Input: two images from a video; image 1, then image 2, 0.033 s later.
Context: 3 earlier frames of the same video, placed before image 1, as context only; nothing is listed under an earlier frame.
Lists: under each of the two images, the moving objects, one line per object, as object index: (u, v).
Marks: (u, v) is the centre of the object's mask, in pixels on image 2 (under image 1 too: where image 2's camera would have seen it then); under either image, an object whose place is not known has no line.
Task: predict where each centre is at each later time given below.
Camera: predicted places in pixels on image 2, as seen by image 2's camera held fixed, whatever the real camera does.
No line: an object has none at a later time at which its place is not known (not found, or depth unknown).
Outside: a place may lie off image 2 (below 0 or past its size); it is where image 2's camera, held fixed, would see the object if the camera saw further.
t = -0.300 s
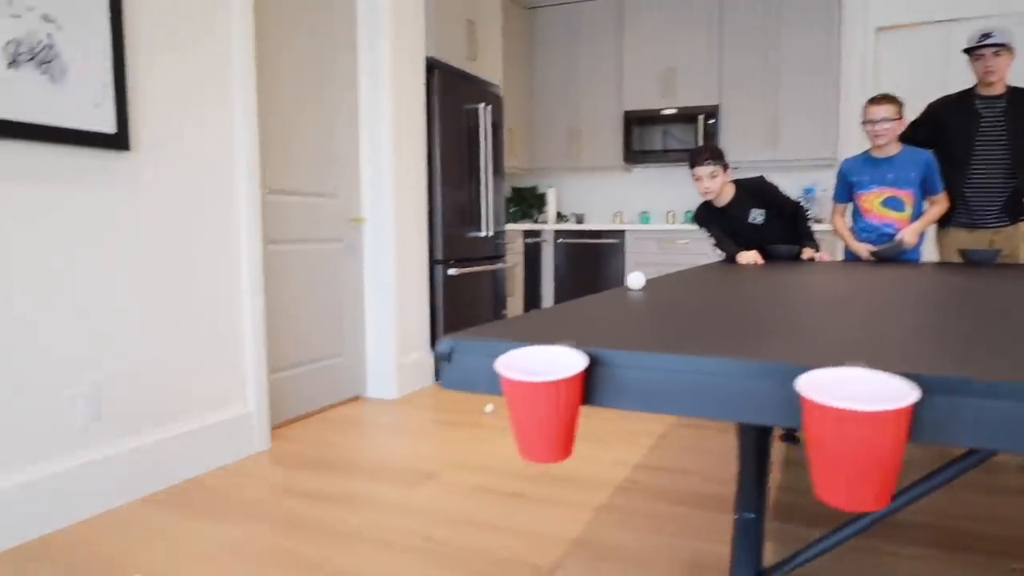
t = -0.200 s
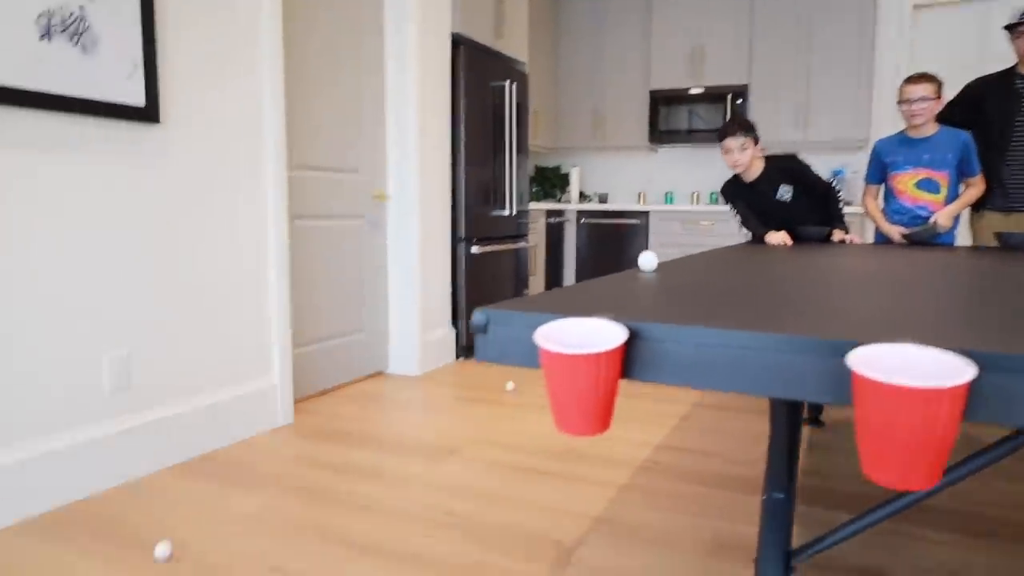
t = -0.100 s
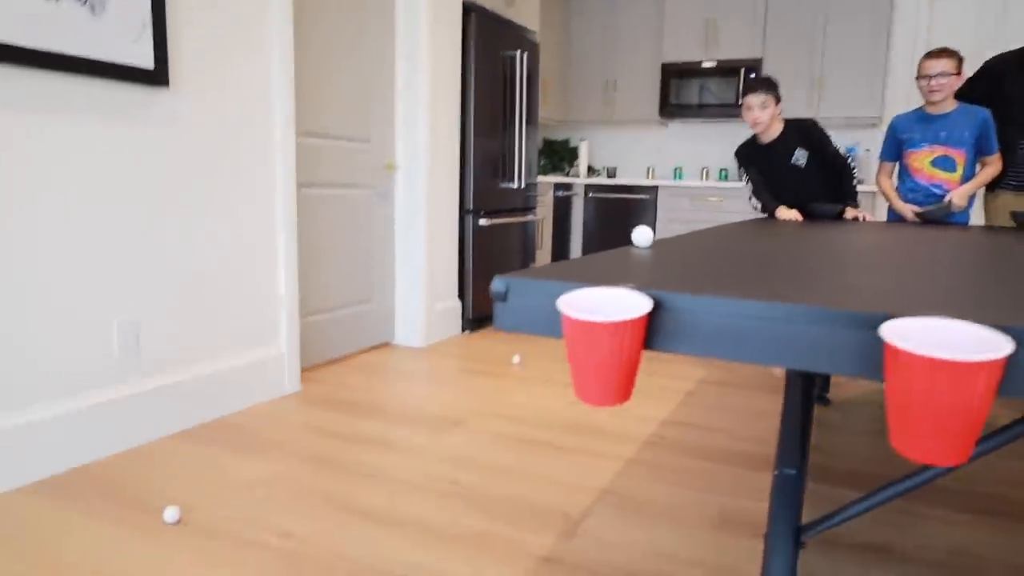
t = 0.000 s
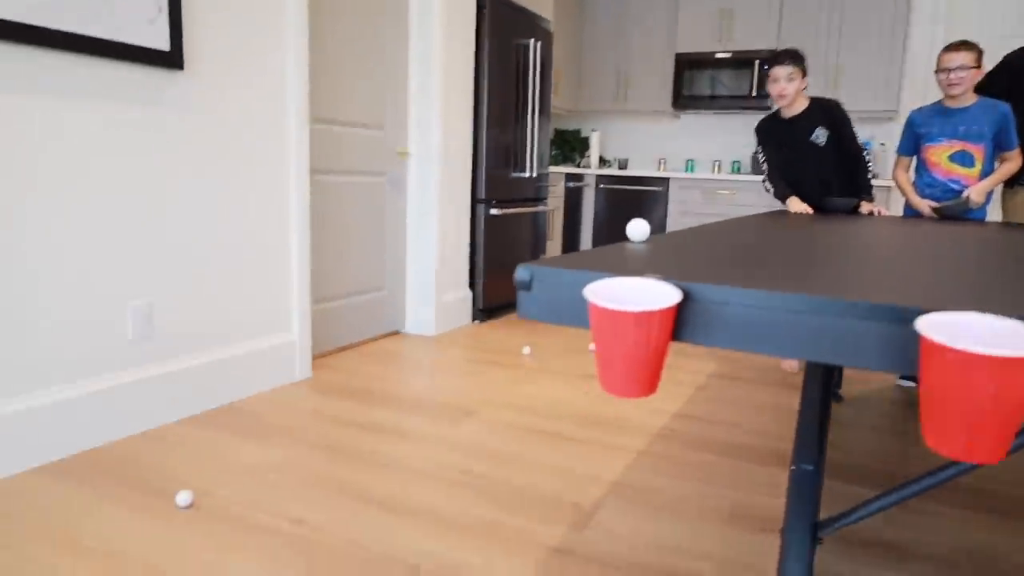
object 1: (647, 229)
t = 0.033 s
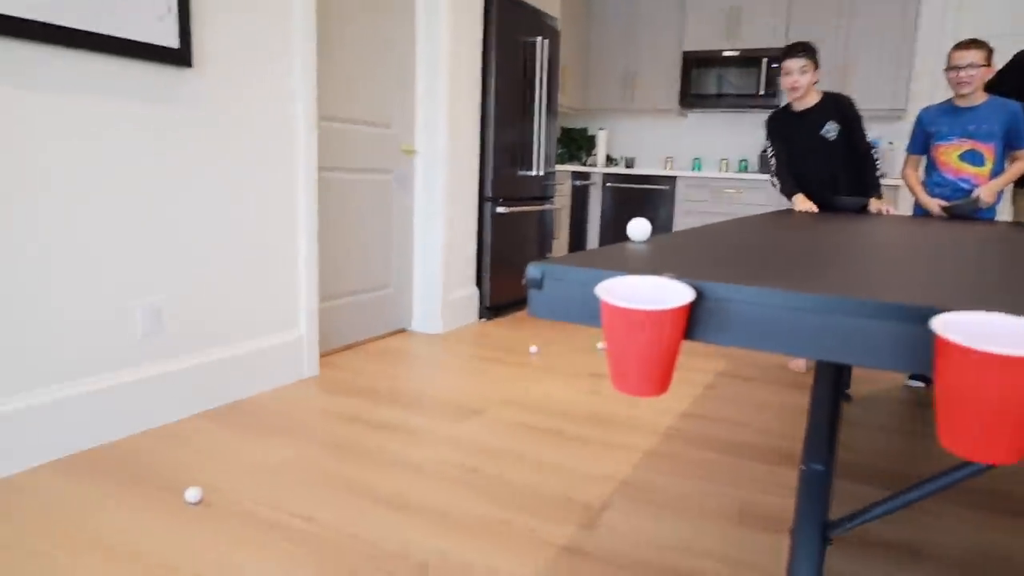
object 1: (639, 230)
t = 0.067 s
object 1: (630, 230)
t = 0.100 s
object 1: (620, 232)
